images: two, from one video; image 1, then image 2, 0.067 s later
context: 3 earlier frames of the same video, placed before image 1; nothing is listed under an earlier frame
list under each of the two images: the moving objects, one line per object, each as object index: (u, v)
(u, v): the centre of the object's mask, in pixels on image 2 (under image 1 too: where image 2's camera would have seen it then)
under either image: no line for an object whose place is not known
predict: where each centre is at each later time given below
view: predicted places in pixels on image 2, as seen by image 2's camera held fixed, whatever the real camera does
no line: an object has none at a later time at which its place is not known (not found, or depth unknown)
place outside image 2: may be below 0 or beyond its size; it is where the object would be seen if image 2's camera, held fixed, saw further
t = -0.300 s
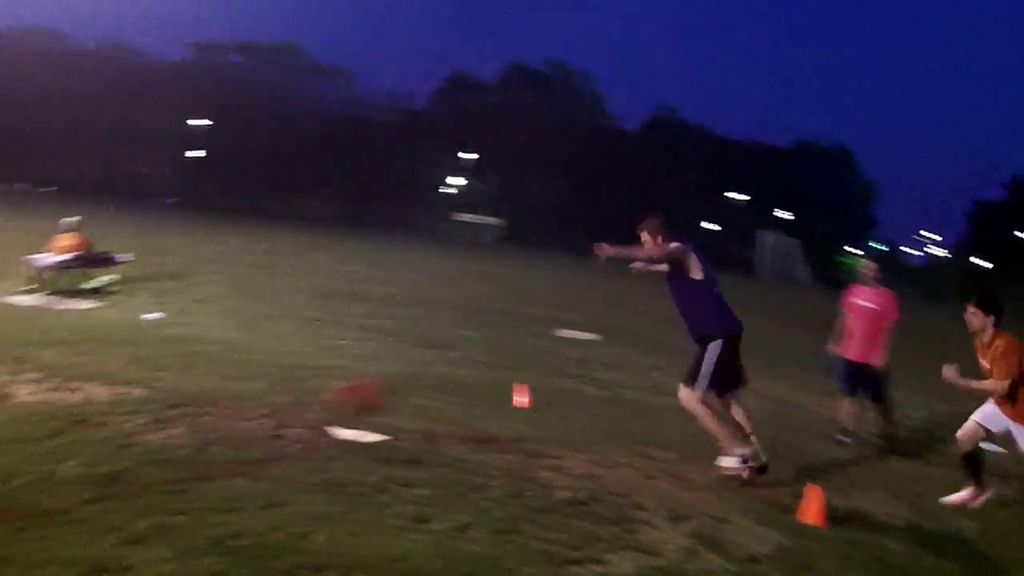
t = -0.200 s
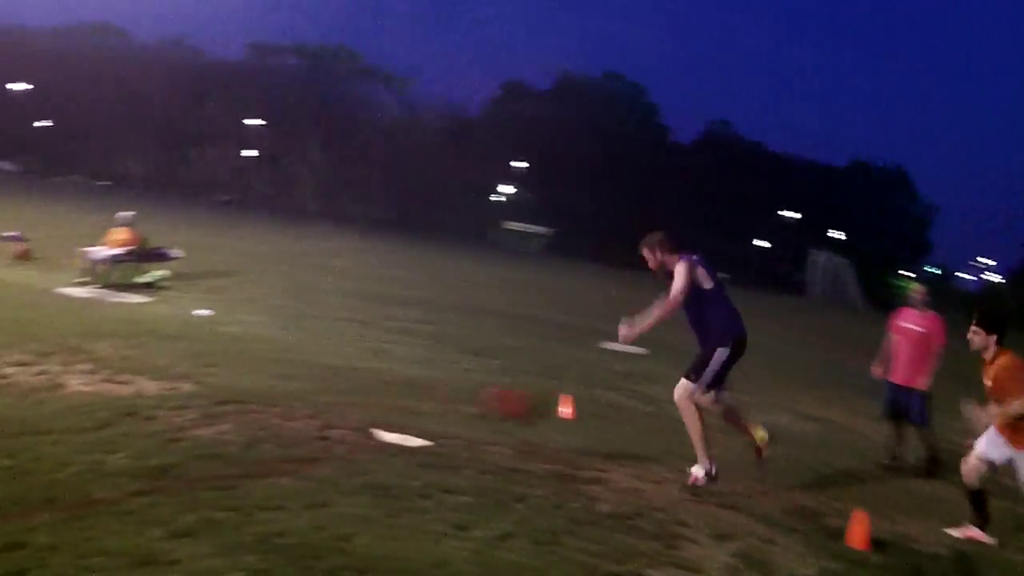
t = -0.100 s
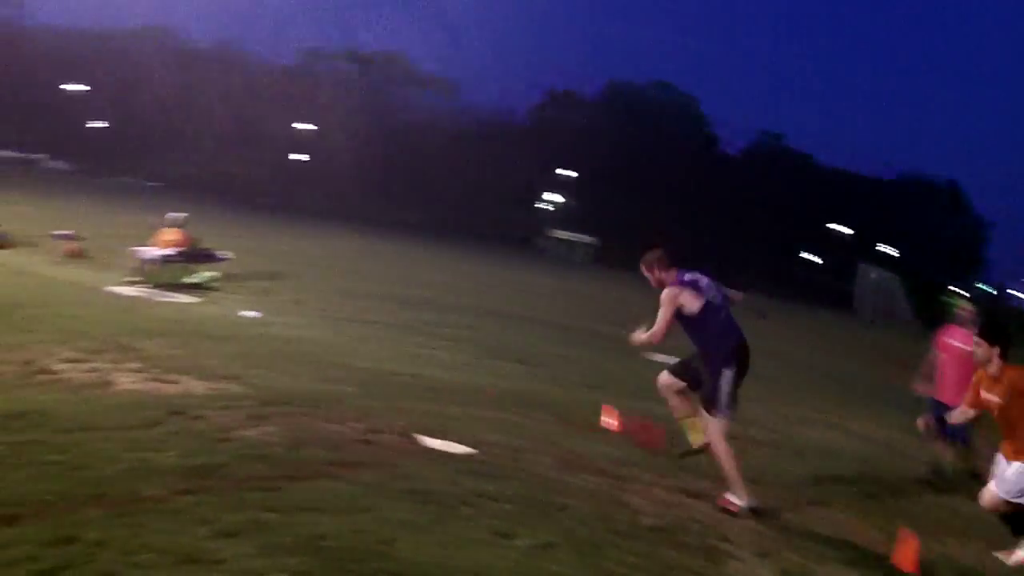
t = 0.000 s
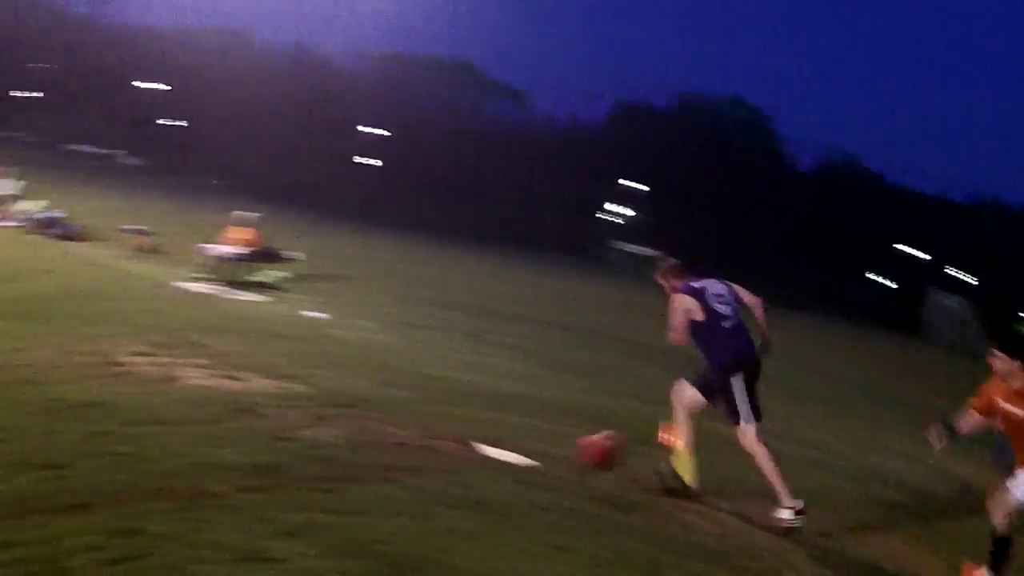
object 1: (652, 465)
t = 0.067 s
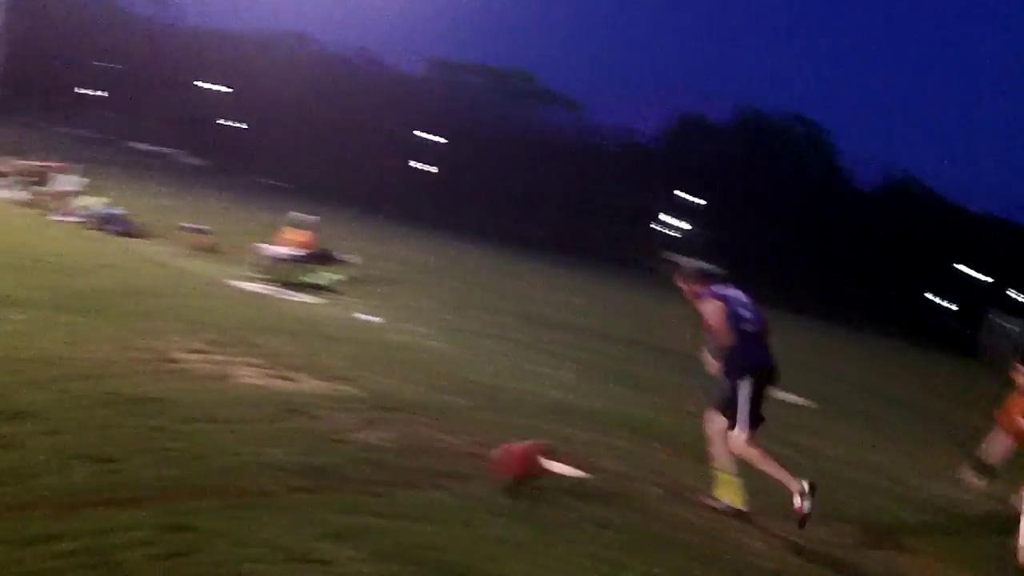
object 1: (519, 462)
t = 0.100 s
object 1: (454, 458)
